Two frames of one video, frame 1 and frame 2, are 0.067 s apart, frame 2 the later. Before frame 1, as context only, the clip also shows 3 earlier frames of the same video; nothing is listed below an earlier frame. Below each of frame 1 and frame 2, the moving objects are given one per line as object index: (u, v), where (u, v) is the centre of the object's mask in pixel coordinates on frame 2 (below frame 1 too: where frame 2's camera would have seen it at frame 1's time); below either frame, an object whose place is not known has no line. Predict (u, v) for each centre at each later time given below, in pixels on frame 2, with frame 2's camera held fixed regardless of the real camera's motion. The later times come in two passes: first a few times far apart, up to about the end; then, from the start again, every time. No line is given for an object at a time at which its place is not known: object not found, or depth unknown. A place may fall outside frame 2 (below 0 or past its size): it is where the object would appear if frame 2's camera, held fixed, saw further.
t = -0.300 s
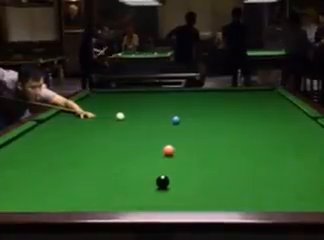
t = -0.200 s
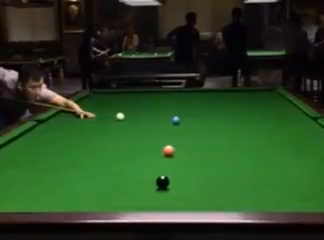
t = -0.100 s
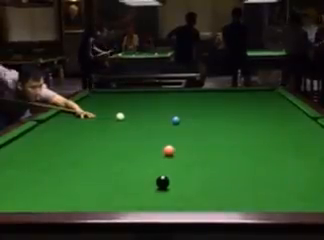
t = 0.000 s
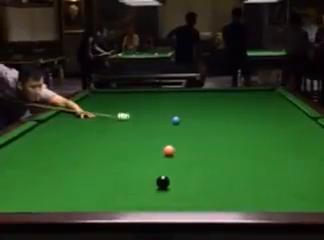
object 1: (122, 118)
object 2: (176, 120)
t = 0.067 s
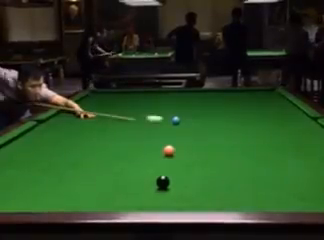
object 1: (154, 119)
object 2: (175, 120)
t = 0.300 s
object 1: (168, 130)
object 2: (269, 119)
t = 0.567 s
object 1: (156, 140)
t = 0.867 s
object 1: (140, 153)
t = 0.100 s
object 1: (167, 121)
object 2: (180, 120)
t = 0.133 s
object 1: (168, 123)
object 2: (195, 120)
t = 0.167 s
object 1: (169, 124)
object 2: (211, 120)
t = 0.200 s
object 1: (169, 125)
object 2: (225, 120)
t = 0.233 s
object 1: (169, 127)
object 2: (240, 120)
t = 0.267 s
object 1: (168, 128)
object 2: (254, 119)
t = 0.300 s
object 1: (168, 130)
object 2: (269, 119)
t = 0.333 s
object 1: (167, 131)
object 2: (282, 119)
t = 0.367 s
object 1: (166, 132)
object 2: (296, 119)
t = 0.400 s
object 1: (165, 133)
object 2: (308, 118)
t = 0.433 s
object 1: (163, 134)
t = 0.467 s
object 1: (162, 136)
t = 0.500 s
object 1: (160, 137)
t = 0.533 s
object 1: (158, 138)
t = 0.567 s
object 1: (156, 140)
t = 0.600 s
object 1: (155, 141)
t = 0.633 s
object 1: (153, 142)
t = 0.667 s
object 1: (151, 144)
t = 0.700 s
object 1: (149, 145)
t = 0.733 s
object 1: (147, 147)
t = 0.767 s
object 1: (146, 148)
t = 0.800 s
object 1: (144, 150)
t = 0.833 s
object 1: (142, 151)
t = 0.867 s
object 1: (140, 153)
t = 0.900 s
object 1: (138, 154)
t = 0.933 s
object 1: (135, 156)
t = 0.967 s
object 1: (133, 157)
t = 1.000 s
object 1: (131, 159)
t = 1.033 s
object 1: (129, 161)
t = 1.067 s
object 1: (127, 163)
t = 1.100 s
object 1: (124, 165)
